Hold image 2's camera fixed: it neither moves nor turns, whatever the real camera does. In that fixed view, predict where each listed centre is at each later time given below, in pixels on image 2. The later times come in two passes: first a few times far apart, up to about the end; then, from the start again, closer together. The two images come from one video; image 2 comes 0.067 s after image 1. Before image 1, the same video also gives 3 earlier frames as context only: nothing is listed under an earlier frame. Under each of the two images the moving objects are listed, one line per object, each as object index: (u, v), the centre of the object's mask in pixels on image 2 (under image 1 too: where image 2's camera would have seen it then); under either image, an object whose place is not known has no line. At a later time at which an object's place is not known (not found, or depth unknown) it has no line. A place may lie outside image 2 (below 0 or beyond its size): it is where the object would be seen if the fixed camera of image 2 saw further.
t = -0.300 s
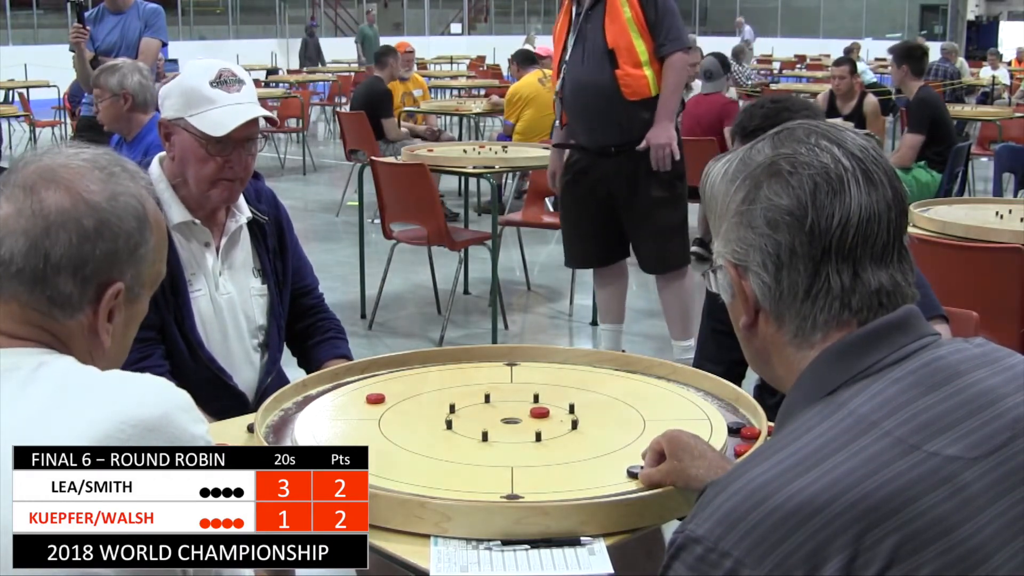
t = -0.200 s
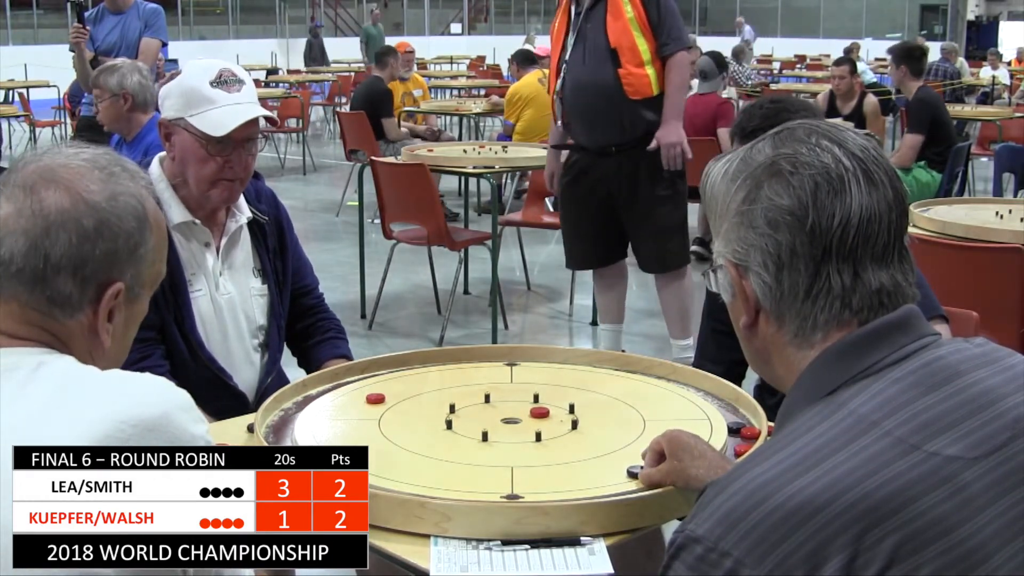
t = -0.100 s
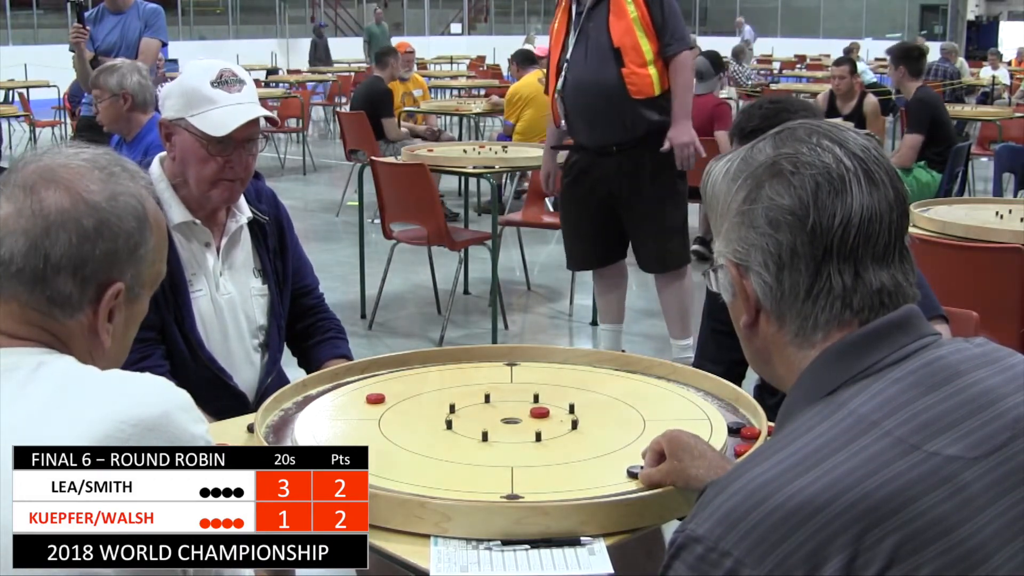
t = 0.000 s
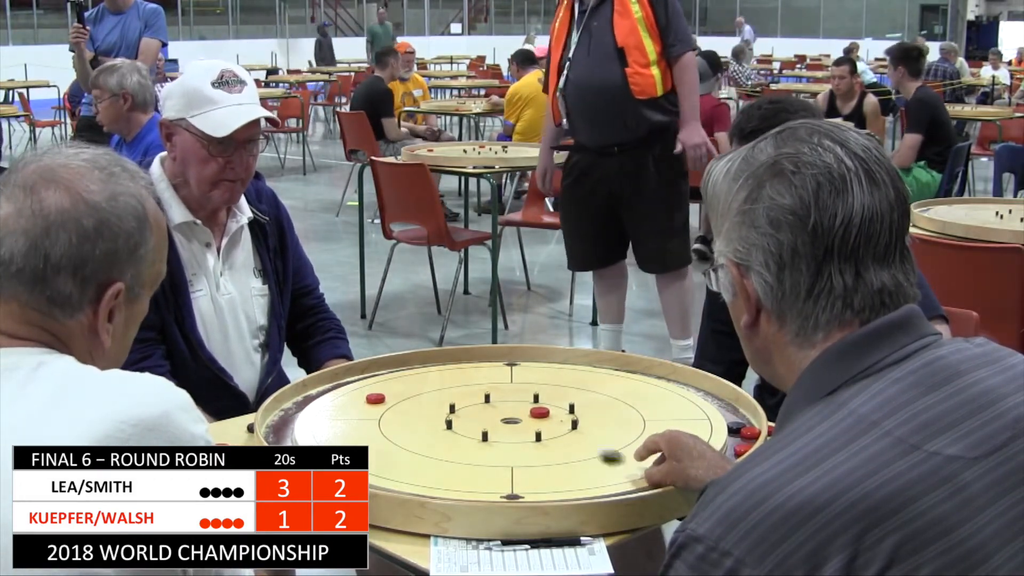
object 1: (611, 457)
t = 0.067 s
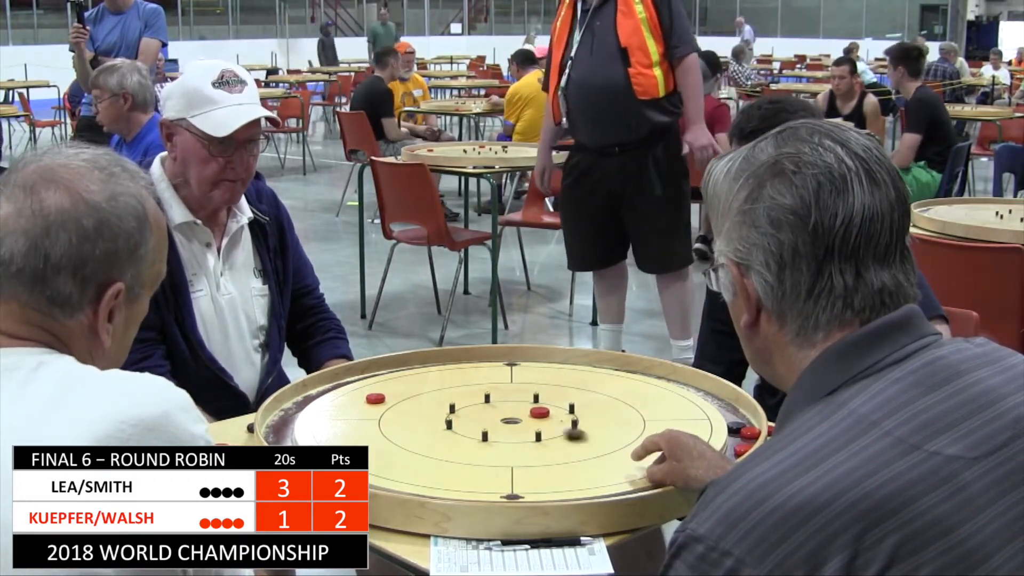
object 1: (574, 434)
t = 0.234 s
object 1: (481, 398)
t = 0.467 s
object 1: (387, 382)
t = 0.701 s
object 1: (344, 379)
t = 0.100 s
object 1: (555, 426)
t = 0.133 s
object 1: (533, 422)
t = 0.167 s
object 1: (512, 417)
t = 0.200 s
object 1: (496, 405)
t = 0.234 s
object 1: (481, 398)
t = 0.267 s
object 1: (466, 397)
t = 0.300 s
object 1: (452, 401)
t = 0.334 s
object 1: (437, 392)
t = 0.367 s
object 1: (424, 389)
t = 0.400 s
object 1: (411, 389)
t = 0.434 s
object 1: (399, 386)
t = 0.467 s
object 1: (387, 382)
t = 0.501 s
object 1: (376, 381)
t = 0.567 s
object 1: (353, 378)
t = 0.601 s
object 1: (346, 376)
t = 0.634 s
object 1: (339, 376)
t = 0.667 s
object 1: (341, 378)
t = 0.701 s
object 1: (344, 379)
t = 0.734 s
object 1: (340, 381)
